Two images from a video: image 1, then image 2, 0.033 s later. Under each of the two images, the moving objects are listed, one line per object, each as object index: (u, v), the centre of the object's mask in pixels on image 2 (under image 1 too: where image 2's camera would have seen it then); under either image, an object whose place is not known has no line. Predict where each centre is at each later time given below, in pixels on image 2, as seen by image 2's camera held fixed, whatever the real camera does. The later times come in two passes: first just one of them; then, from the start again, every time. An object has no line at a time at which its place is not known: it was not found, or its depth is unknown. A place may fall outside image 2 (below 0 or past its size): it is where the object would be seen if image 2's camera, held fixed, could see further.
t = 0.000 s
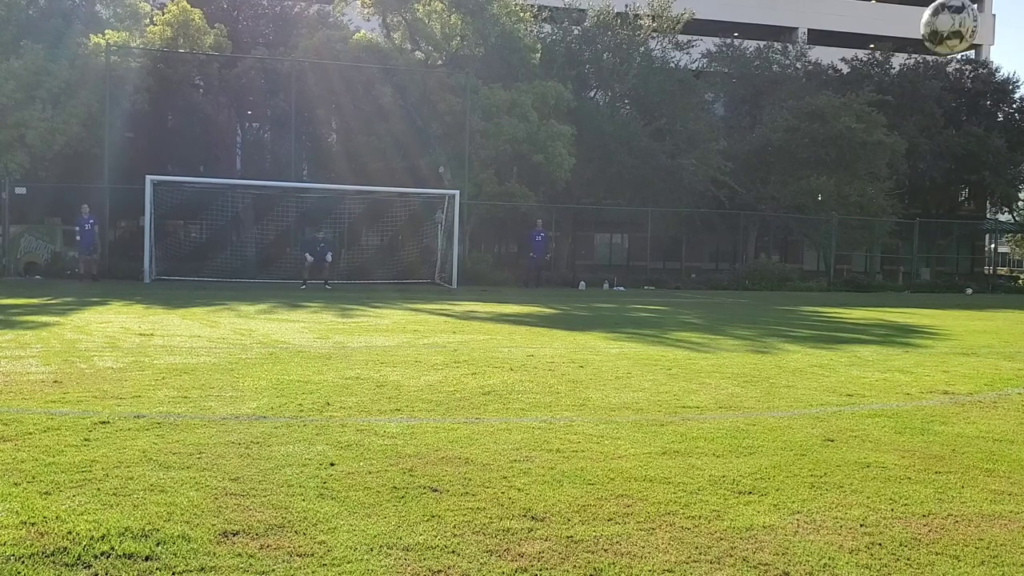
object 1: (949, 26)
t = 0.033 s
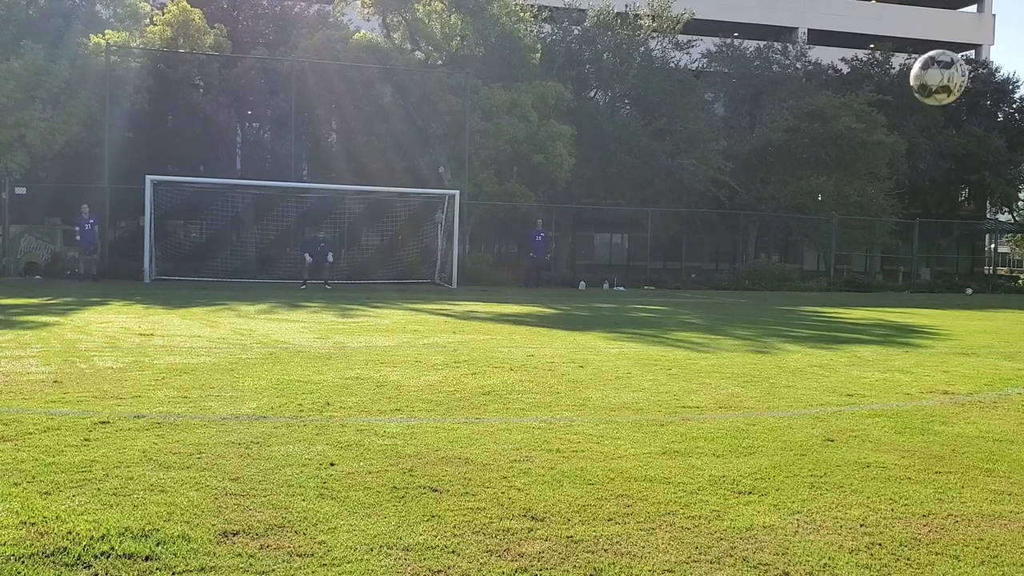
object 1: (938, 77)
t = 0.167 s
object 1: (900, 283)
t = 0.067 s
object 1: (928, 129)
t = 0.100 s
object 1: (918, 181)
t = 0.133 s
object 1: (909, 232)
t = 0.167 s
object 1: (900, 283)
